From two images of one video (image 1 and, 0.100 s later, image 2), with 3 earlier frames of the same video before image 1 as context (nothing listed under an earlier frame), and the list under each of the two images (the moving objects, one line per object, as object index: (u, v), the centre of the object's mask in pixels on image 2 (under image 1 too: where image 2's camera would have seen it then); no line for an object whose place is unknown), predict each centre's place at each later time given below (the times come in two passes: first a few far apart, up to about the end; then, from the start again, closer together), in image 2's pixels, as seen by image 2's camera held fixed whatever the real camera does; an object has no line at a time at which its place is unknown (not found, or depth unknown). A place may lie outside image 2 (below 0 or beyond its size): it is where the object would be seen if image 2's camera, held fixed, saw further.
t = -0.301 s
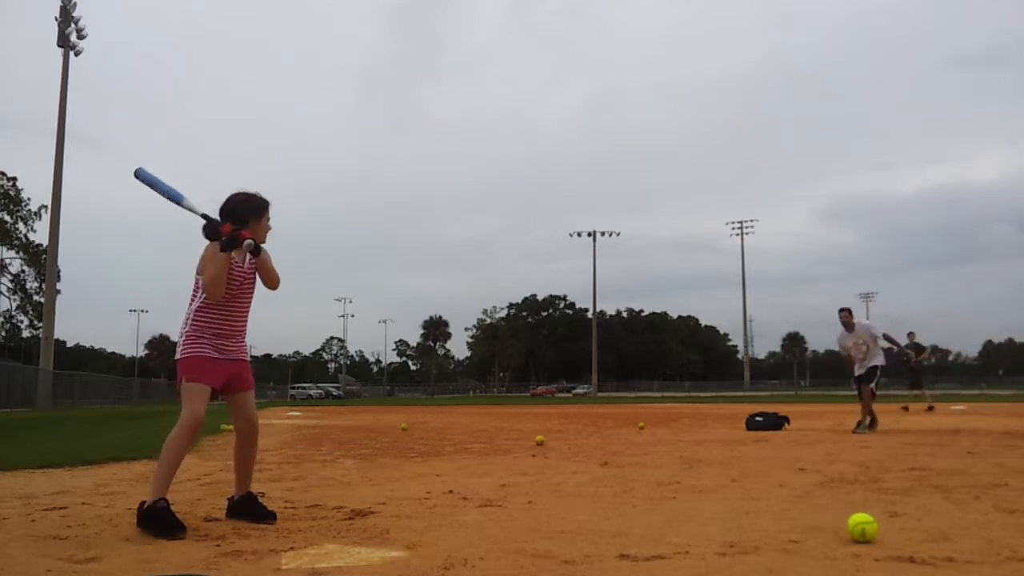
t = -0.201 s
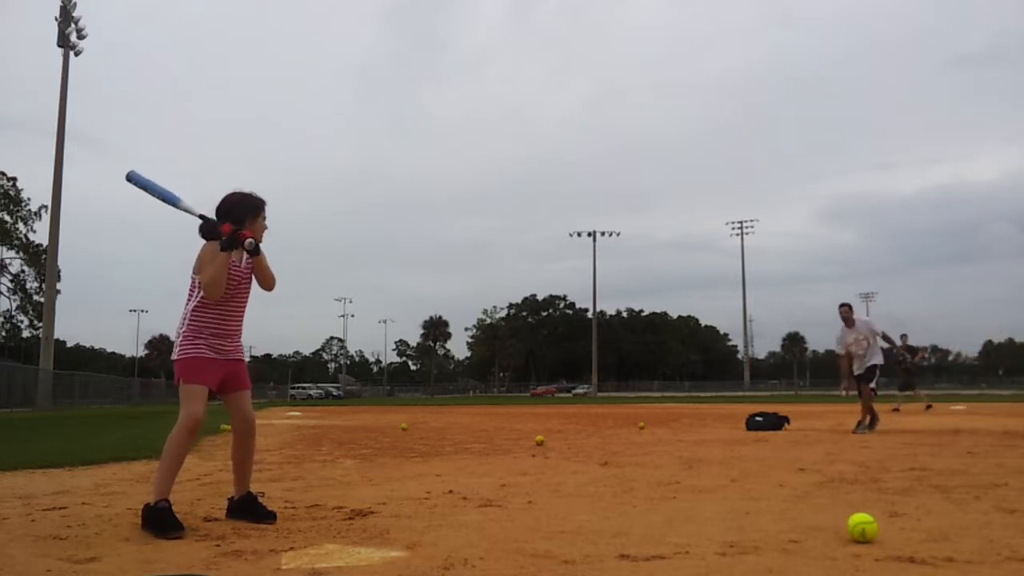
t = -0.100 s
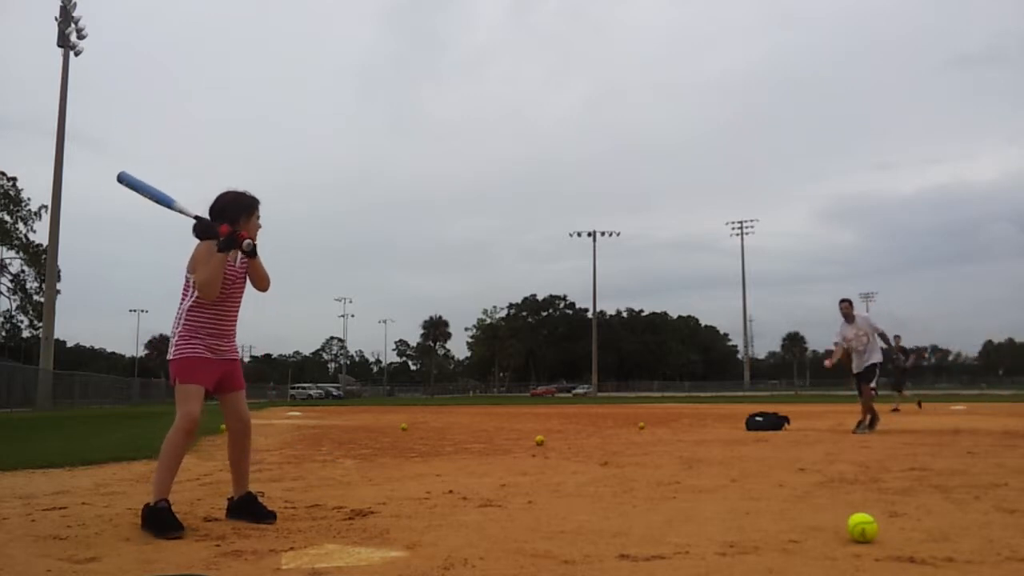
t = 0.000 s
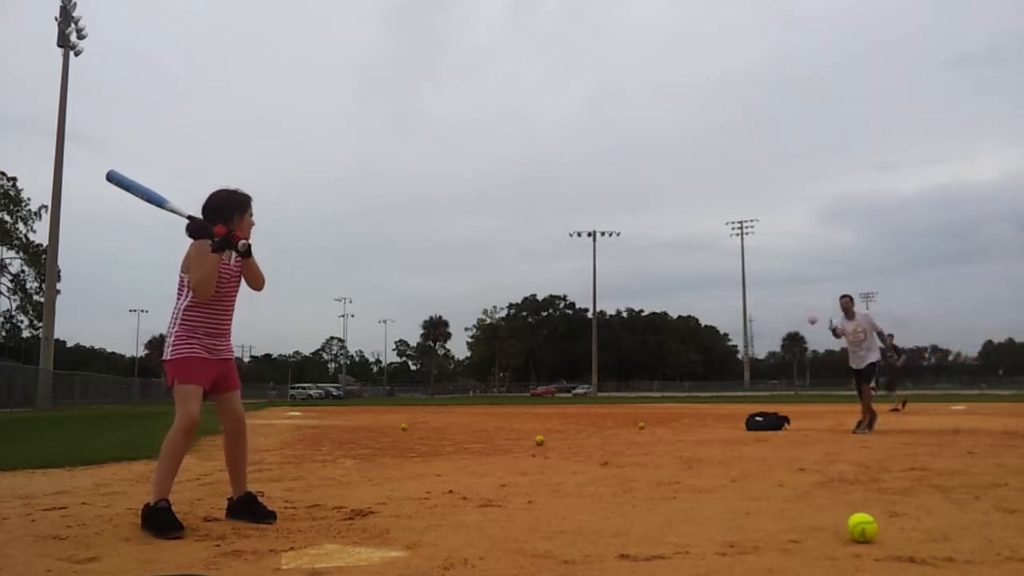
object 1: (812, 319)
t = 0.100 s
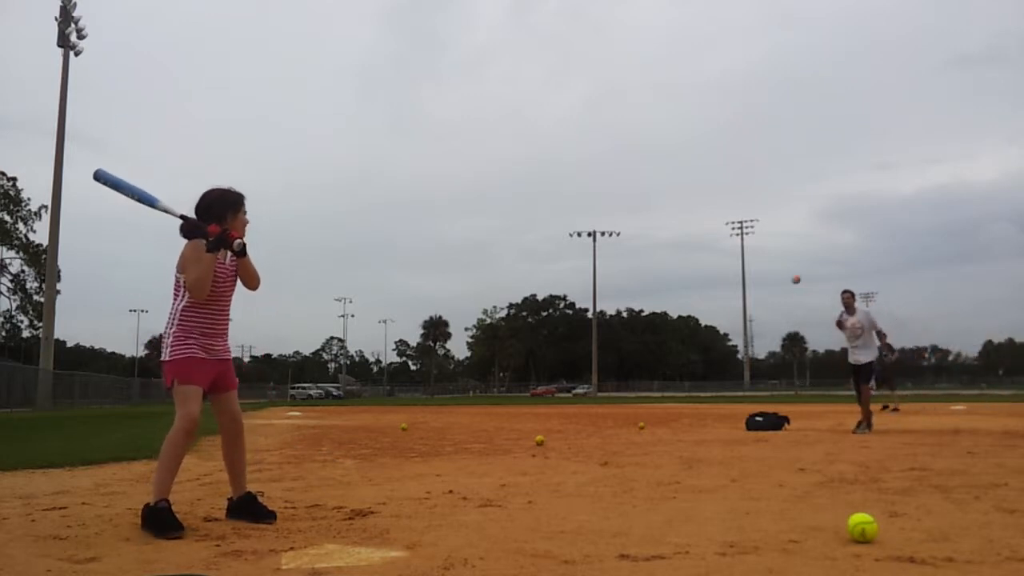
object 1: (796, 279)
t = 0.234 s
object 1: (770, 231)
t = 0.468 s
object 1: (714, 171)
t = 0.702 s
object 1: (630, 161)
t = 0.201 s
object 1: (777, 243)
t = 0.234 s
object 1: (770, 231)
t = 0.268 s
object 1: (763, 221)
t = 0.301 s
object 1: (756, 211)
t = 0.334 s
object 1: (748, 201)
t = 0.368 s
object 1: (741, 193)
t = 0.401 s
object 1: (732, 185)
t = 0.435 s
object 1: (724, 177)
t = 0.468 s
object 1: (714, 171)
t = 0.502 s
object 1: (705, 166)
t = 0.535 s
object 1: (694, 161)
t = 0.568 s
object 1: (683, 159)
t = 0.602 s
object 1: (671, 156)
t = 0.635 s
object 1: (658, 156)
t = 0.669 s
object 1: (645, 157)
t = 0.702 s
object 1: (630, 161)
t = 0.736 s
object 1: (613, 166)
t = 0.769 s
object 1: (596, 174)
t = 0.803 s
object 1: (577, 184)
